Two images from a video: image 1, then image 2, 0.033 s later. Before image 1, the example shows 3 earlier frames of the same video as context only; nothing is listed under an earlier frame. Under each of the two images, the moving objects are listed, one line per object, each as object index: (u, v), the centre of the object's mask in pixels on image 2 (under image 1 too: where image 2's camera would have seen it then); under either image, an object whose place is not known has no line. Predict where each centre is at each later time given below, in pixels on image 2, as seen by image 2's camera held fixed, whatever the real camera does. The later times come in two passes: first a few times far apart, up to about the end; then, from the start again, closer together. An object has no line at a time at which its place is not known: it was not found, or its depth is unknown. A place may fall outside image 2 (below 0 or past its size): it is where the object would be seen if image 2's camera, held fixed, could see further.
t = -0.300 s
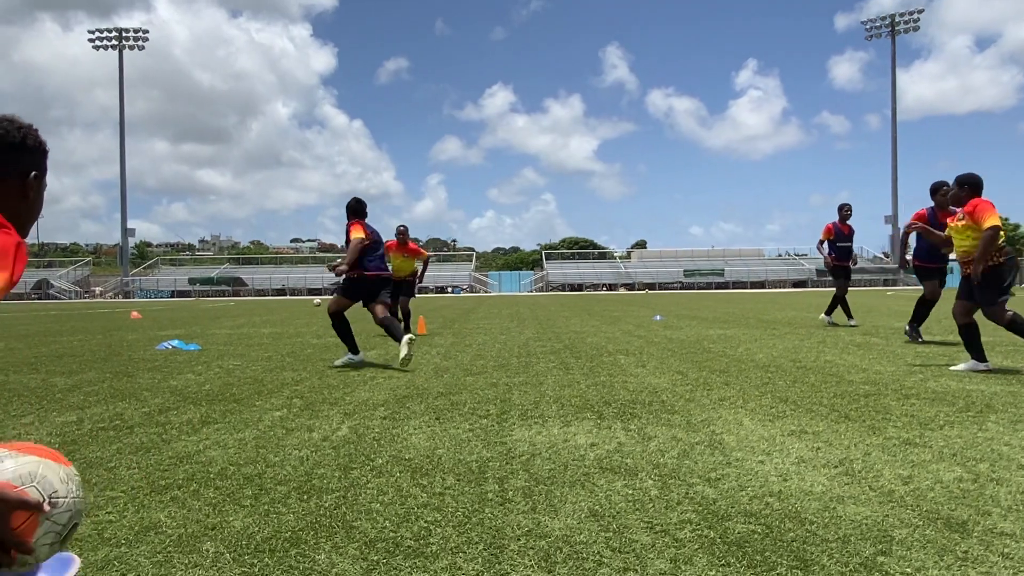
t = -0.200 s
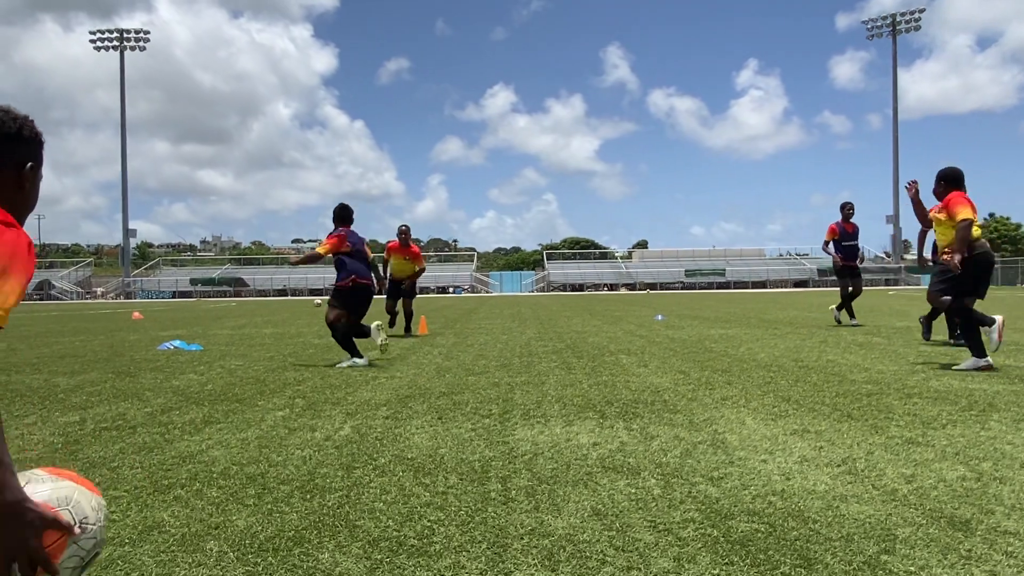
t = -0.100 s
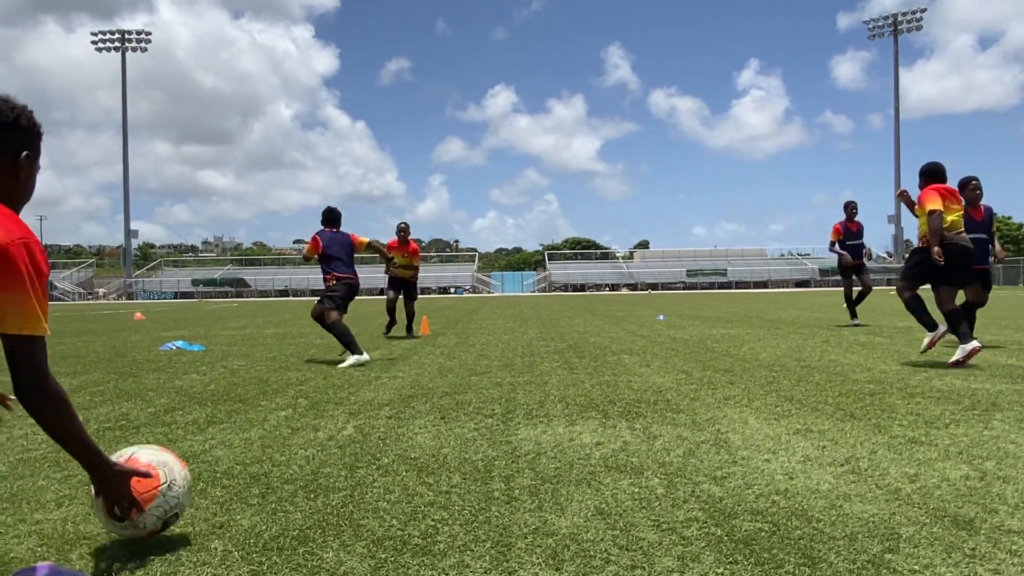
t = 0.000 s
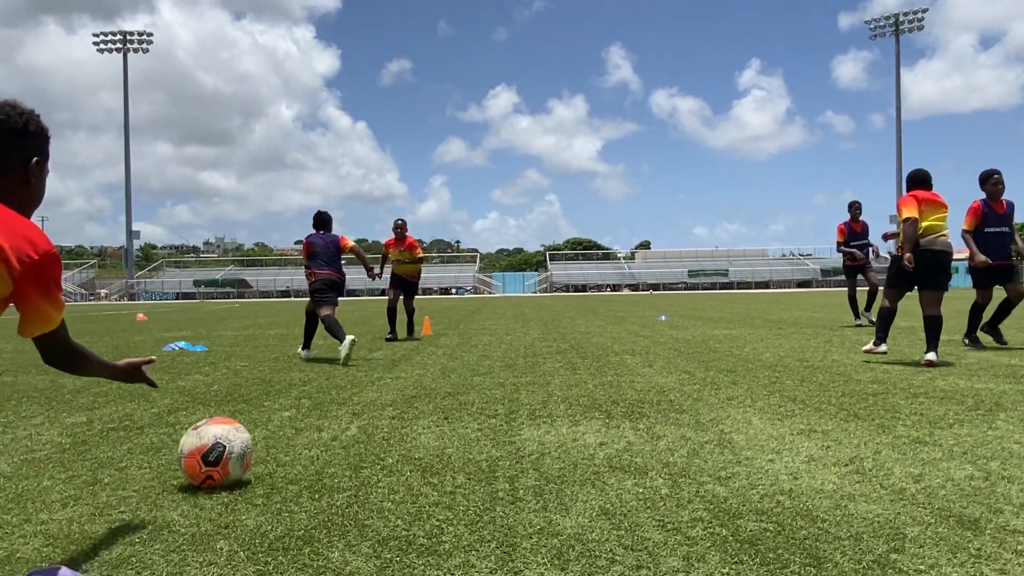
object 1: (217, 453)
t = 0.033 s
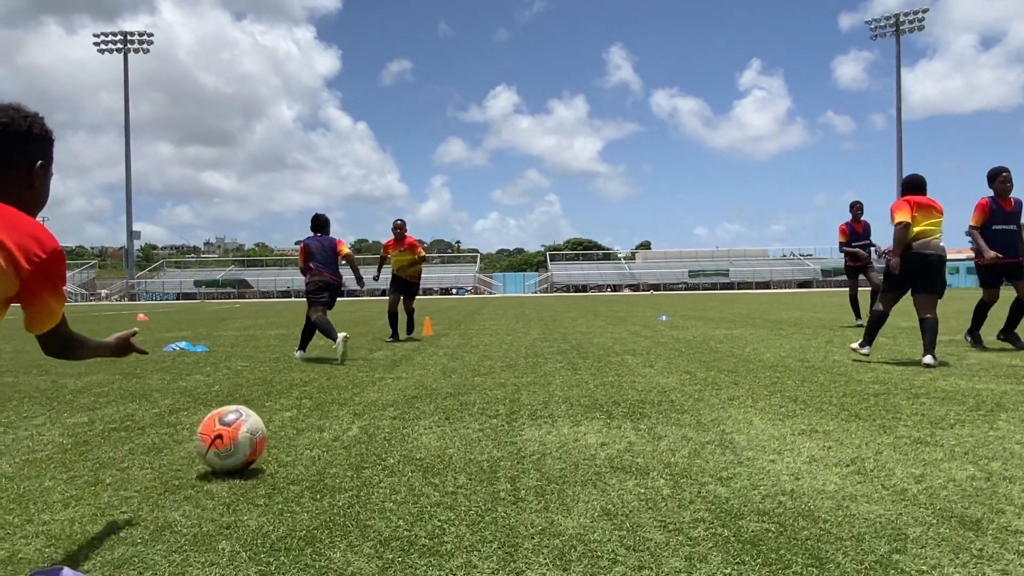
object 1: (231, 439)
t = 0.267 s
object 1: (297, 394)
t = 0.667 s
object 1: (356, 367)
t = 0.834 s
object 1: (373, 361)
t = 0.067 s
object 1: (244, 428)
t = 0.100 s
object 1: (254, 418)
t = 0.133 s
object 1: (265, 414)
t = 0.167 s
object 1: (274, 414)
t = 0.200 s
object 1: (282, 405)
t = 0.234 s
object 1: (290, 399)
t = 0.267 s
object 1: (297, 394)
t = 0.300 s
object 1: (303, 392)
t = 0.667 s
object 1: (356, 367)
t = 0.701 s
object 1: (360, 367)
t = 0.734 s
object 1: (363, 364)
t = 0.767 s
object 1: (367, 363)
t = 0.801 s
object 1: (370, 362)
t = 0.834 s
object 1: (373, 361)
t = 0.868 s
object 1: (376, 359)
